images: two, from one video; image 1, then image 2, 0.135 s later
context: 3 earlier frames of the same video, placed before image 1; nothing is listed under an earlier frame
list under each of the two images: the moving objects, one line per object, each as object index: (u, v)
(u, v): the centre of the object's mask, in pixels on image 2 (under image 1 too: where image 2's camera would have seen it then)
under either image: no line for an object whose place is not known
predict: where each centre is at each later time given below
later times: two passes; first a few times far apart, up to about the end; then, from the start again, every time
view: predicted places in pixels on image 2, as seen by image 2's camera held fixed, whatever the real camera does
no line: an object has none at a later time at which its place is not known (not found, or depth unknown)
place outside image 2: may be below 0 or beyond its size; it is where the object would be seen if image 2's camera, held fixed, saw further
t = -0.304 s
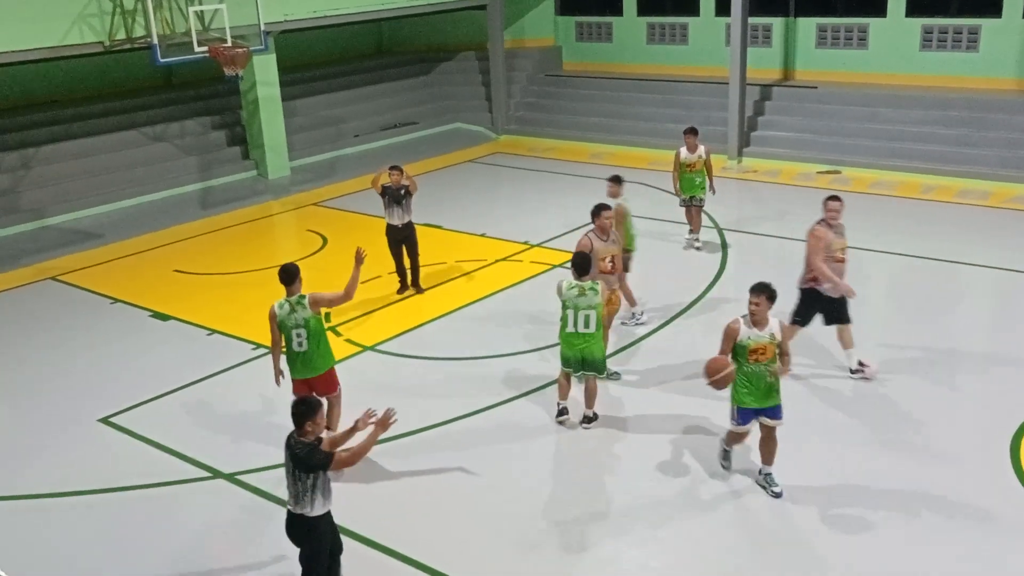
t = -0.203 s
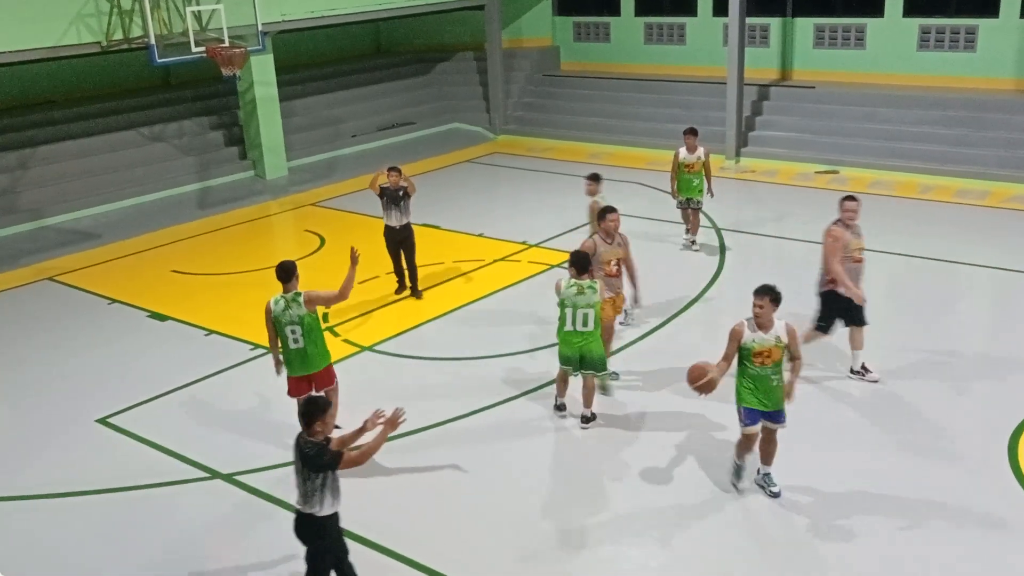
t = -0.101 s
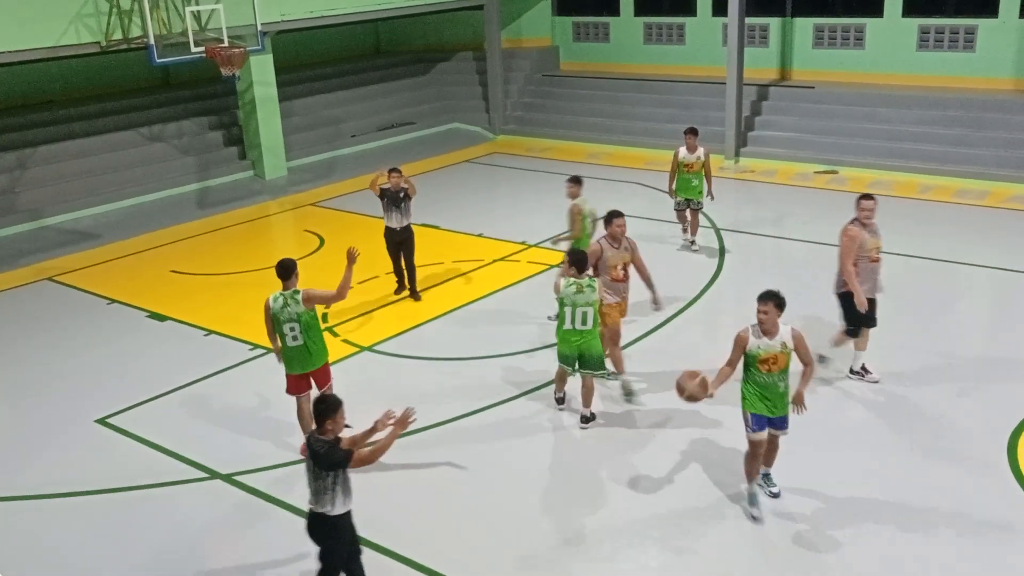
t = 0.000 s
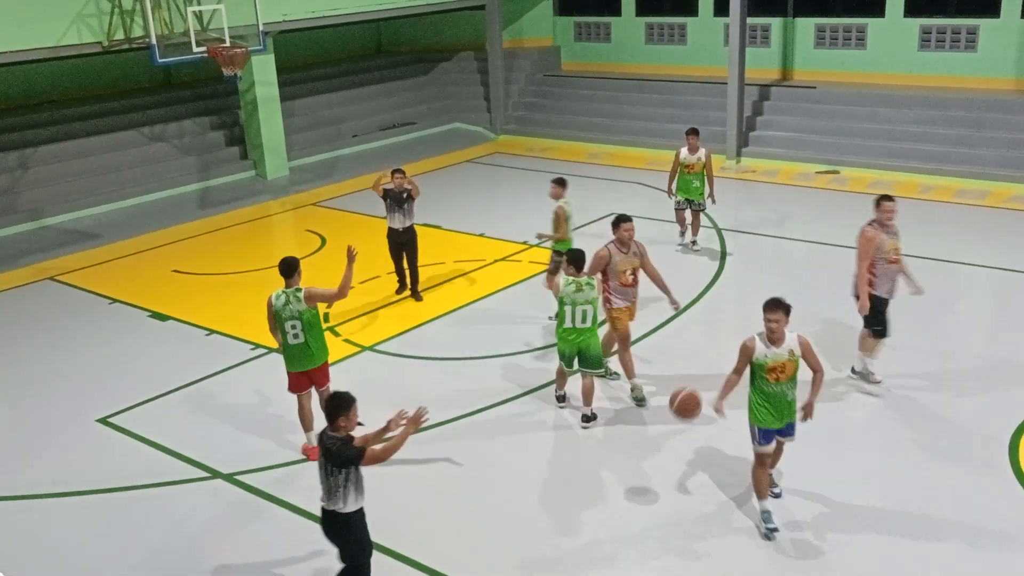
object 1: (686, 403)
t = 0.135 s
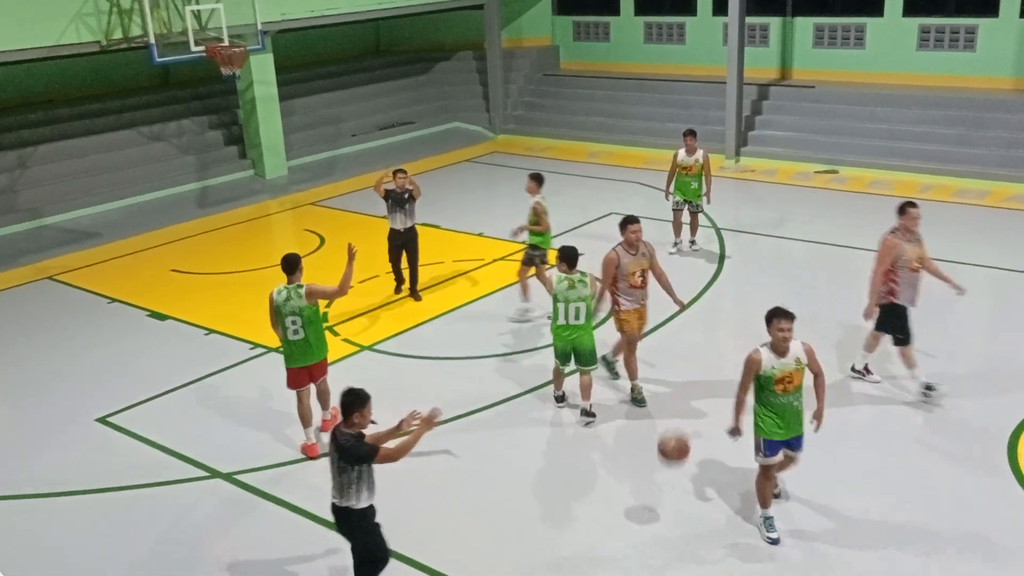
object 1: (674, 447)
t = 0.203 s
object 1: (670, 477)
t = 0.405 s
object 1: (649, 506)
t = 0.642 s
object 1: (623, 474)
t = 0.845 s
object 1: (599, 500)
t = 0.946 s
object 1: (590, 534)
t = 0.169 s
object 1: (672, 461)
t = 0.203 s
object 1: (670, 477)
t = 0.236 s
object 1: (667, 493)
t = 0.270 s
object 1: (665, 512)
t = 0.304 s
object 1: (660, 536)
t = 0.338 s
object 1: (657, 527)
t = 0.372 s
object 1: (652, 516)
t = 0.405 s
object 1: (649, 506)
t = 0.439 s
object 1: (646, 498)
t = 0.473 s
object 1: (641, 491)
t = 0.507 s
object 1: (637, 485)
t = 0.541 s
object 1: (633, 481)
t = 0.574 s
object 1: (630, 478)
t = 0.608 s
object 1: (627, 475)
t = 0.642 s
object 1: (623, 474)
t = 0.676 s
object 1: (619, 475)
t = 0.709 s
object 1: (615, 477)
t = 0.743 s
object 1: (612, 481)
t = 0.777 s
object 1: (607, 486)
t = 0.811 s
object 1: (604, 493)
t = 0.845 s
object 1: (599, 500)
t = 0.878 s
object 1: (596, 510)
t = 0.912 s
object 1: (592, 521)
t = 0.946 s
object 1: (590, 534)
